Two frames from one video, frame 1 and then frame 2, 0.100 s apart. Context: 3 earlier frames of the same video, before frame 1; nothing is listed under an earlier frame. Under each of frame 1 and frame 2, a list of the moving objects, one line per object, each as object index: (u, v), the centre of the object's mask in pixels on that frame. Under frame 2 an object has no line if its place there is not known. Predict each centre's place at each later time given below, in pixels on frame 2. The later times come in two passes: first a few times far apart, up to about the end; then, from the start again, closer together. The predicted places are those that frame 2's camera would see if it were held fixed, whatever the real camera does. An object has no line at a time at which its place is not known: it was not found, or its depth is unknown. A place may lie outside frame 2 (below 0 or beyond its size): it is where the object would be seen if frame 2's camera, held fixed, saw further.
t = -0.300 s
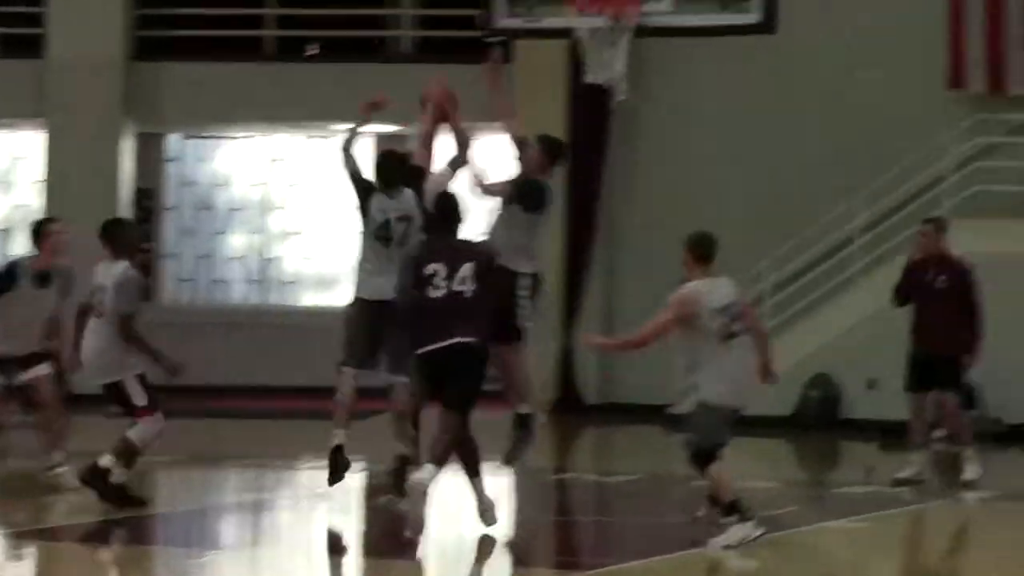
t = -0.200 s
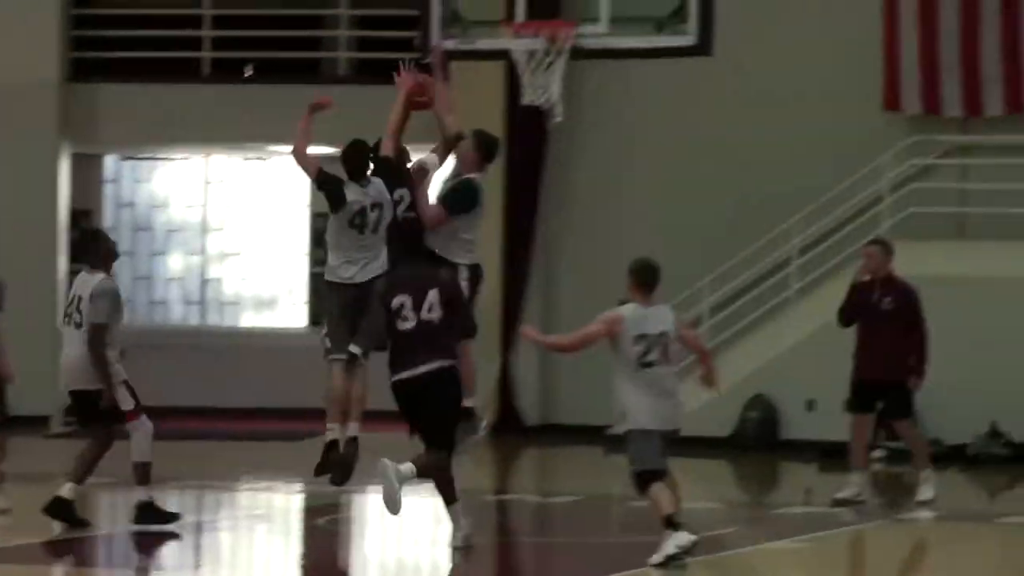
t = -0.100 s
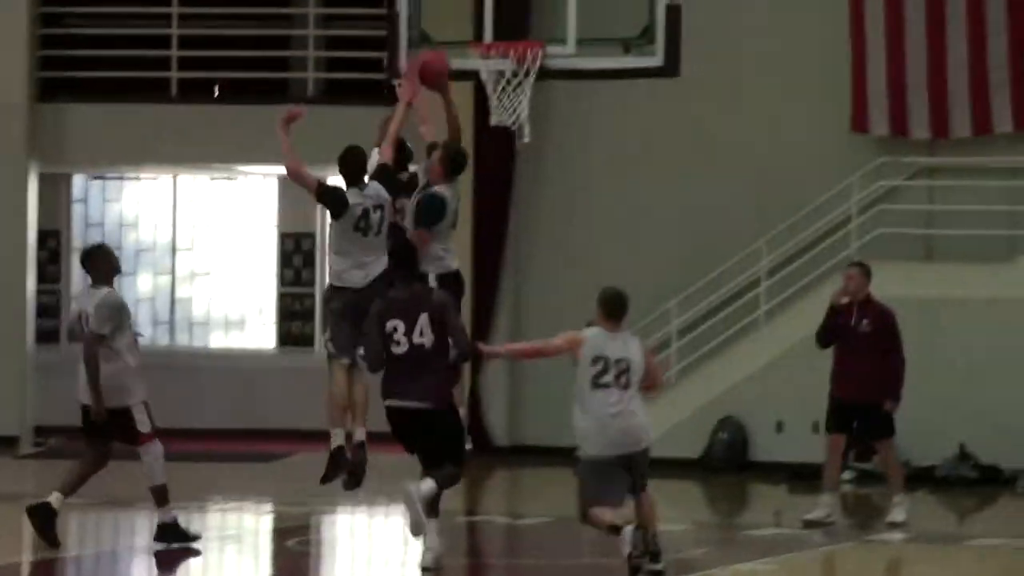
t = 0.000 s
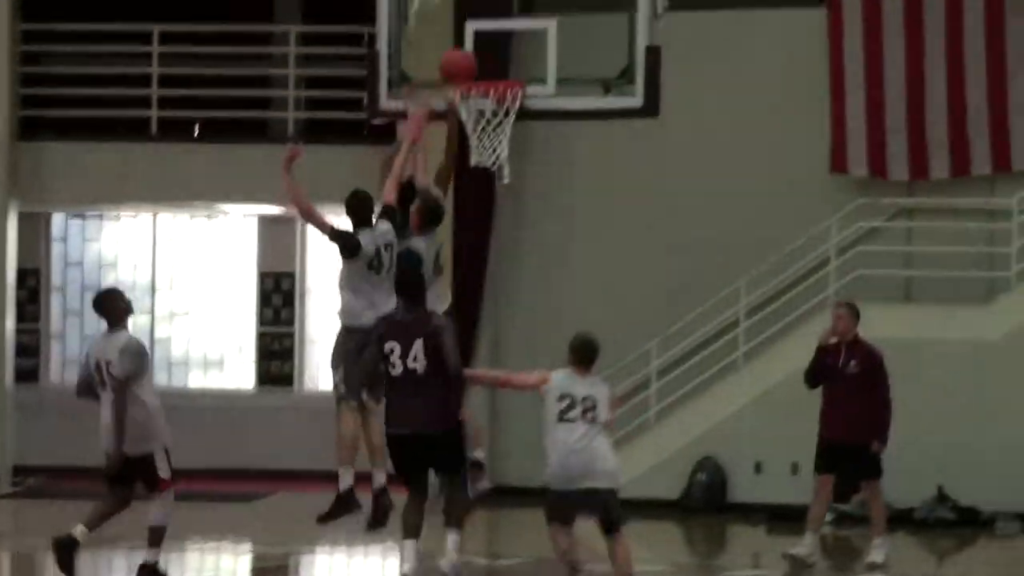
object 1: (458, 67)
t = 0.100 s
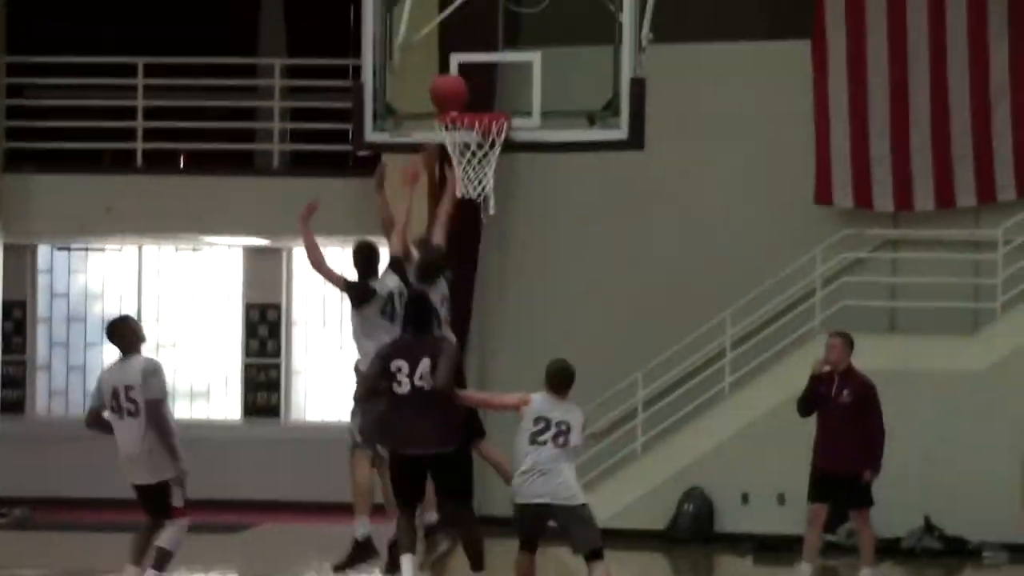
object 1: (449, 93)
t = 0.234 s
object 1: (460, 98)
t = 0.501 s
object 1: (494, 96)
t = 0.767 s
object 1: (484, 102)
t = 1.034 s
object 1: (450, 182)
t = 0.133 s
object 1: (450, 95)
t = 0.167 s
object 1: (452, 96)
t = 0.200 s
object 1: (454, 99)
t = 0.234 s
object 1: (460, 98)
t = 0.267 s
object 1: (468, 97)
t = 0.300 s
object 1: (476, 97)
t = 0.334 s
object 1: (481, 98)
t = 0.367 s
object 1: (488, 100)
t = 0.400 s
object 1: (489, 97)
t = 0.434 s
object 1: (491, 95)
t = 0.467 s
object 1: (493, 95)
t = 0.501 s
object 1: (494, 96)
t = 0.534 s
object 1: (496, 96)
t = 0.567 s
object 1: (498, 98)
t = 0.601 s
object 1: (497, 98)
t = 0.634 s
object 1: (495, 98)
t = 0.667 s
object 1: (492, 99)
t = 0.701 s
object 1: (491, 100)
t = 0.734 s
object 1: (488, 102)
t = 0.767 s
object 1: (484, 102)
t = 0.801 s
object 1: (481, 109)
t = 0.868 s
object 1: (473, 128)
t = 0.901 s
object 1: (470, 135)
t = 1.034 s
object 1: (450, 182)
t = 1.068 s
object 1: (453, 187)
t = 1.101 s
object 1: (452, 194)
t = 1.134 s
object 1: (454, 198)
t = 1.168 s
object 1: (455, 204)
